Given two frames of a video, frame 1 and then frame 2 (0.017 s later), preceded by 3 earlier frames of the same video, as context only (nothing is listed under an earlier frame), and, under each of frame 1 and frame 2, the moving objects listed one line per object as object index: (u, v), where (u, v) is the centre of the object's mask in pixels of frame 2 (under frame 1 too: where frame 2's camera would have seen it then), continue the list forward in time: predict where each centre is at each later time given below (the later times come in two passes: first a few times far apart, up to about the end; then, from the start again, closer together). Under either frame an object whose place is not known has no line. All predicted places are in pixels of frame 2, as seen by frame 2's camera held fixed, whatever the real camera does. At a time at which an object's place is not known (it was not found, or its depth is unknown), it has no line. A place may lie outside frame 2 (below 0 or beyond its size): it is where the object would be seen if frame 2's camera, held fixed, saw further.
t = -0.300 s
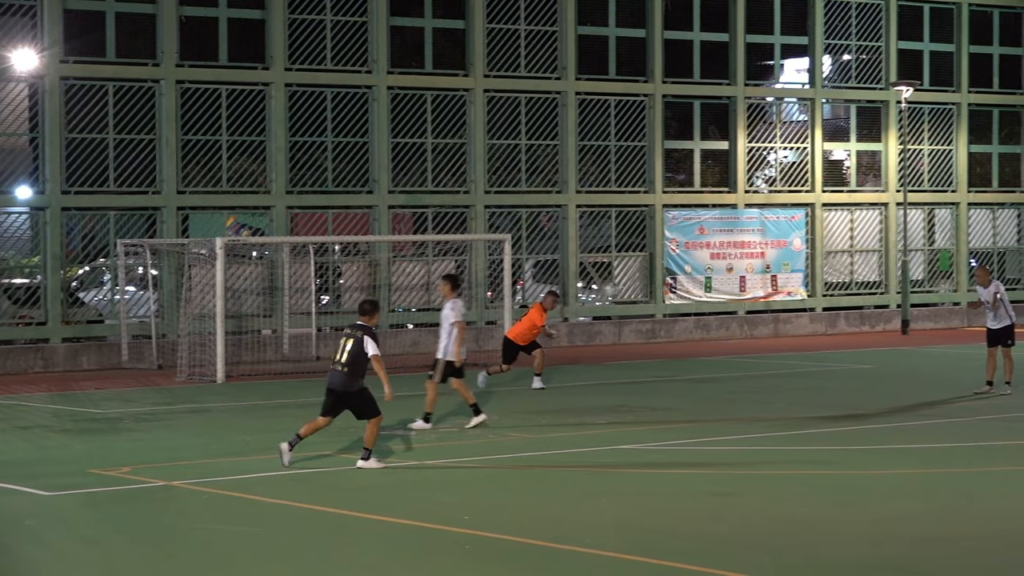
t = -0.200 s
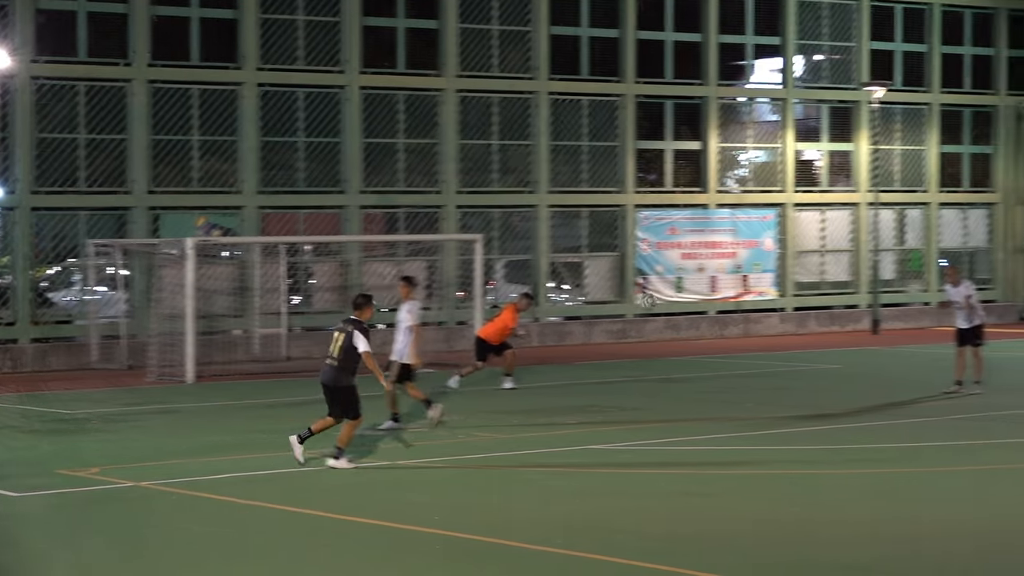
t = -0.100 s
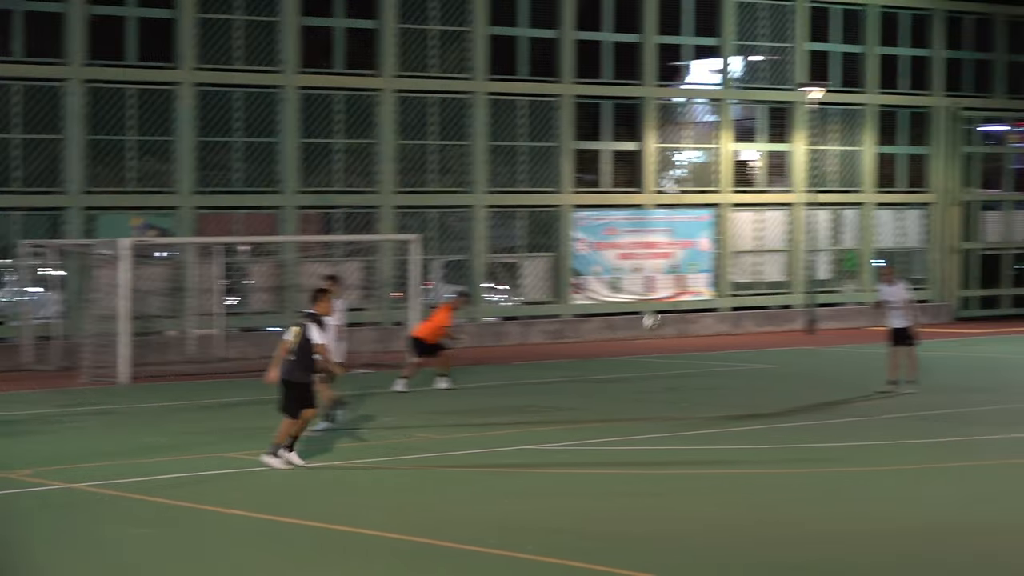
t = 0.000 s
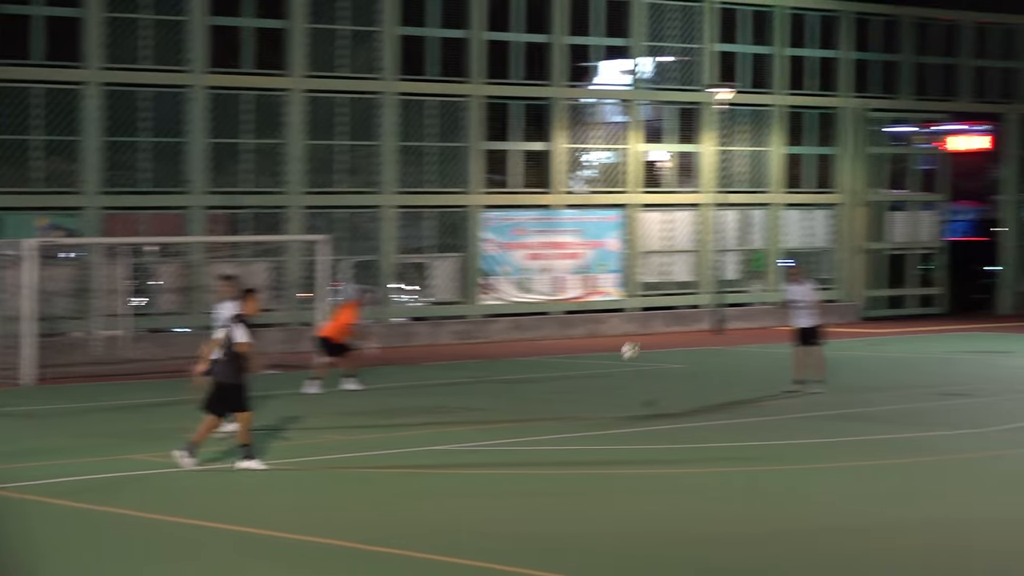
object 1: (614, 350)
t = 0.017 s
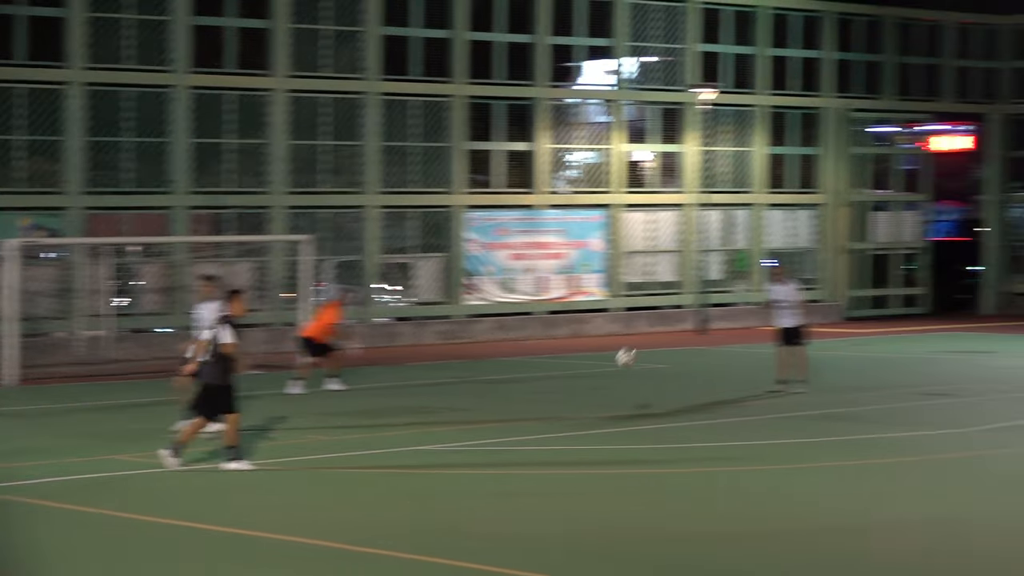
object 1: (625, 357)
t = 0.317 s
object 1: (810, 391)
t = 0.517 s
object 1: (893, 364)
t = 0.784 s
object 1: (1012, 405)
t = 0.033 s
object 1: (638, 363)
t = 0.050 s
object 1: (650, 369)
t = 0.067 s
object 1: (663, 376)
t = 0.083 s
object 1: (676, 383)
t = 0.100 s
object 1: (690, 391)
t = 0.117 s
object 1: (704, 399)
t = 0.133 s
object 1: (718, 407)
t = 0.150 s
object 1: (733, 416)
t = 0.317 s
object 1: (810, 391)
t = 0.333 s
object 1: (817, 387)
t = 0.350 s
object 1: (824, 383)
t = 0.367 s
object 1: (830, 380)
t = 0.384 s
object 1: (837, 377)
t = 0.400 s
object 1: (844, 375)
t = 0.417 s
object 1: (851, 372)
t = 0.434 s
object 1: (858, 370)
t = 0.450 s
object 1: (866, 368)
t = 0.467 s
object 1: (871, 367)
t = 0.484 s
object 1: (879, 365)
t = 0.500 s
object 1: (886, 364)
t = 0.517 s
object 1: (893, 364)
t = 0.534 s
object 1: (900, 364)
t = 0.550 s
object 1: (908, 364)
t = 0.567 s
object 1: (915, 365)
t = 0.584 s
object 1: (922, 366)
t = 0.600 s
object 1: (930, 367)
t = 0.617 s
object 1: (936, 368)
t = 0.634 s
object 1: (944, 370)
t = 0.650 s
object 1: (951, 372)
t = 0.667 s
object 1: (959, 375)
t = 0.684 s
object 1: (966, 378)
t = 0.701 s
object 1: (974, 381)
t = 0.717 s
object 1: (981, 385)
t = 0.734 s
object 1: (990, 389)
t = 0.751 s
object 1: (998, 394)
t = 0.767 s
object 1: (1005, 399)
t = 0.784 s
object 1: (1012, 405)
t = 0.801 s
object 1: (1020, 412)
